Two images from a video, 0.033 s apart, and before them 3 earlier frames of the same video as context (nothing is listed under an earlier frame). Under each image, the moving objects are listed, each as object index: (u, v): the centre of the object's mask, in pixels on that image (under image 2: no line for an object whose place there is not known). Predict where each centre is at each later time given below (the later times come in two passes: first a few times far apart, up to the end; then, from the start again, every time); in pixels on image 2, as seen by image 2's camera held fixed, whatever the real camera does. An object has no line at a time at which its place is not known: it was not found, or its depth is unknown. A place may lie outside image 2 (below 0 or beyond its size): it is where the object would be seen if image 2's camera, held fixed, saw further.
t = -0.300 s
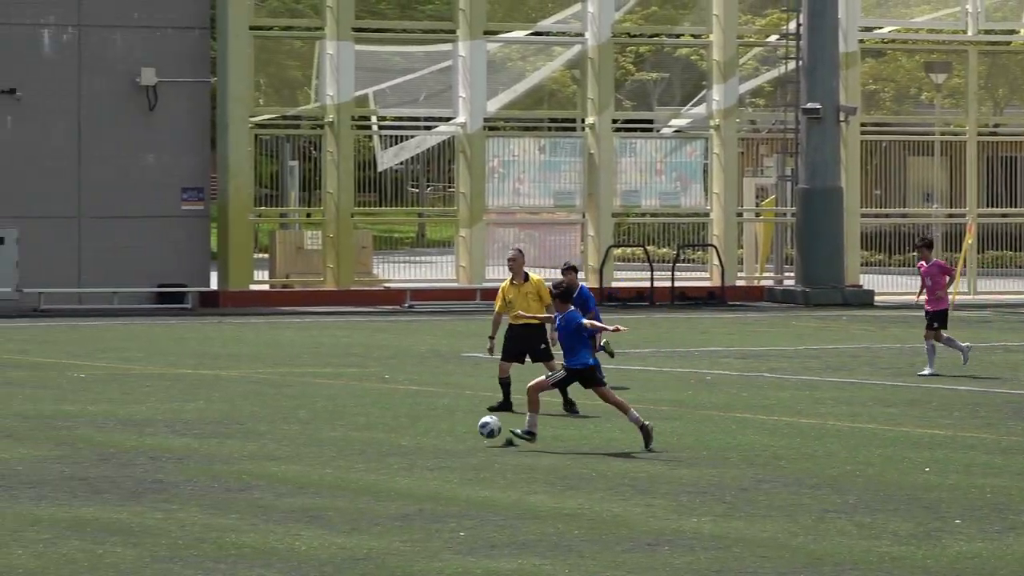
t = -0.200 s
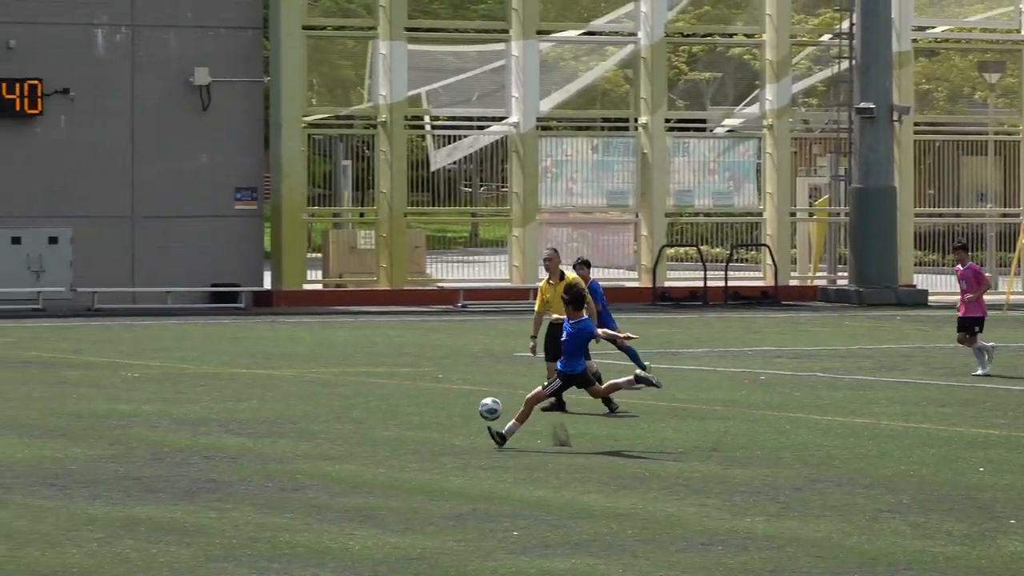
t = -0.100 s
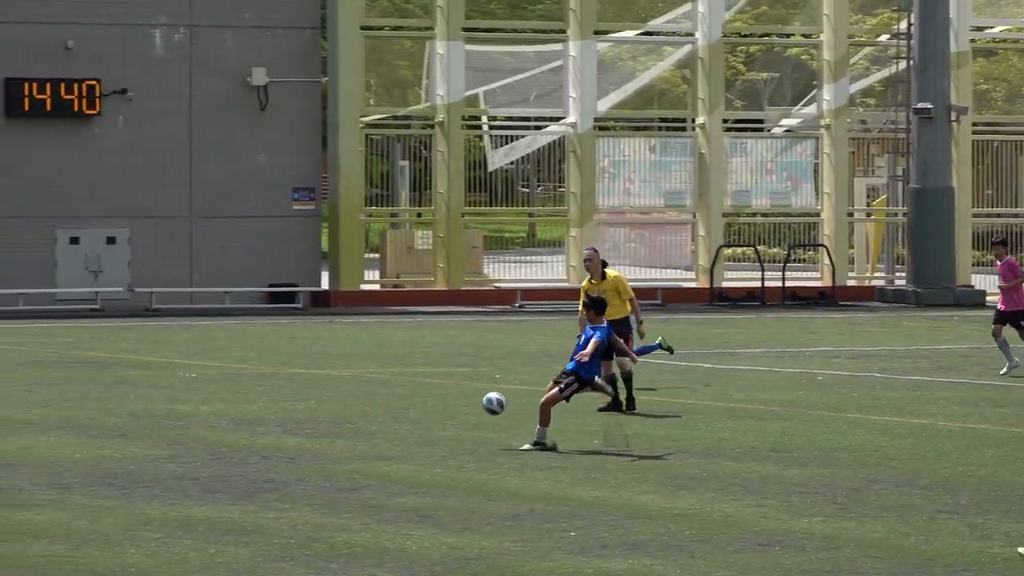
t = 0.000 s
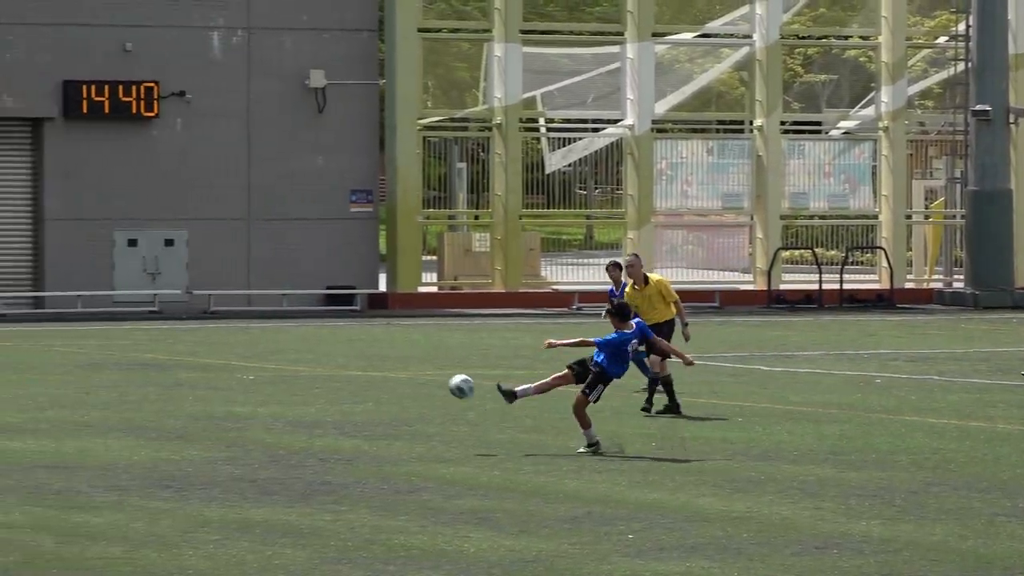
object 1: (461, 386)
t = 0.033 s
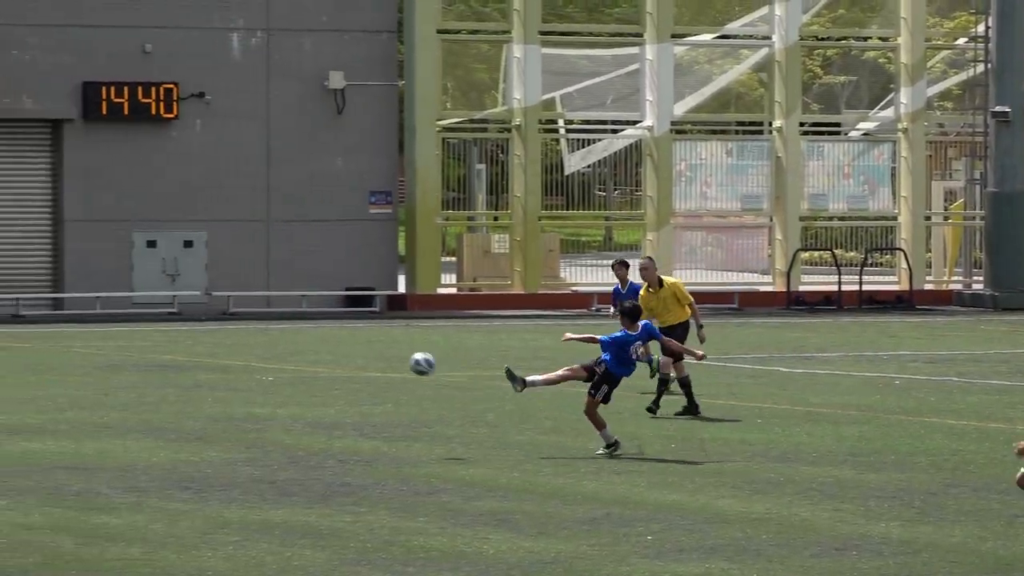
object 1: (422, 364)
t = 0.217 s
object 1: (89, 249)
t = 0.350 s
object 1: (-182, 178)
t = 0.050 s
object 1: (393, 352)
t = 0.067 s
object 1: (364, 341)
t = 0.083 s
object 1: (334, 330)
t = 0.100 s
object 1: (305, 319)
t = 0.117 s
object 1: (275, 308)
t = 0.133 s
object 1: (243, 298)
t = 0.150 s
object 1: (214, 288)
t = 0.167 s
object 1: (183, 278)
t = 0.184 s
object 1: (152, 268)
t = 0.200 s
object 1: (121, 259)
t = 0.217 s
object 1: (89, 249)
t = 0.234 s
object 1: (57, 240)
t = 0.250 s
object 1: (24, 231)
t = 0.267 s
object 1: (-10, 222)
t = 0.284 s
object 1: (-43, 213)
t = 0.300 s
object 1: (-77, 205)
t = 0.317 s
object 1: (-112, 195)
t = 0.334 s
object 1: (-147, 187)
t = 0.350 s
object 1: (-182, 178)
